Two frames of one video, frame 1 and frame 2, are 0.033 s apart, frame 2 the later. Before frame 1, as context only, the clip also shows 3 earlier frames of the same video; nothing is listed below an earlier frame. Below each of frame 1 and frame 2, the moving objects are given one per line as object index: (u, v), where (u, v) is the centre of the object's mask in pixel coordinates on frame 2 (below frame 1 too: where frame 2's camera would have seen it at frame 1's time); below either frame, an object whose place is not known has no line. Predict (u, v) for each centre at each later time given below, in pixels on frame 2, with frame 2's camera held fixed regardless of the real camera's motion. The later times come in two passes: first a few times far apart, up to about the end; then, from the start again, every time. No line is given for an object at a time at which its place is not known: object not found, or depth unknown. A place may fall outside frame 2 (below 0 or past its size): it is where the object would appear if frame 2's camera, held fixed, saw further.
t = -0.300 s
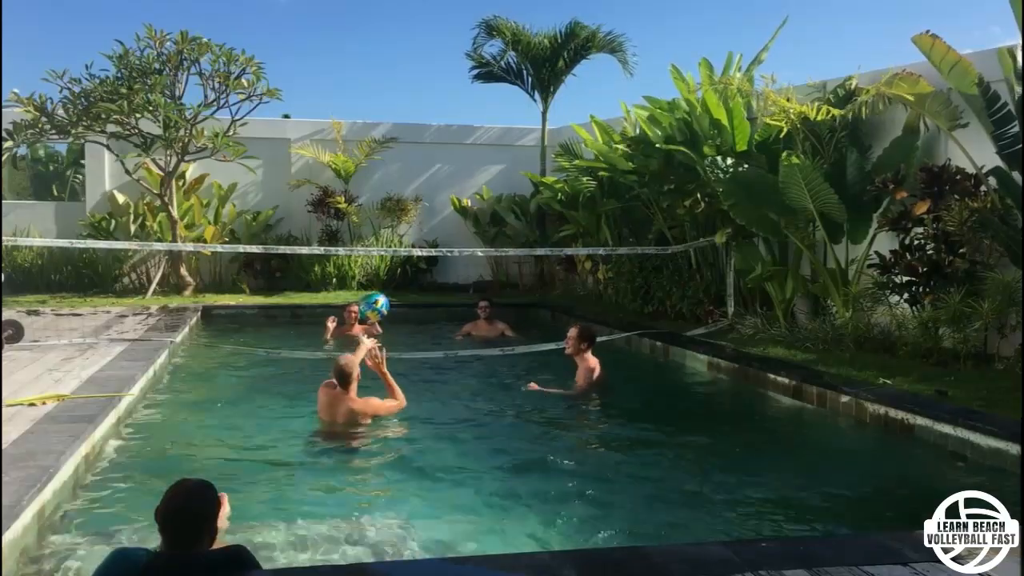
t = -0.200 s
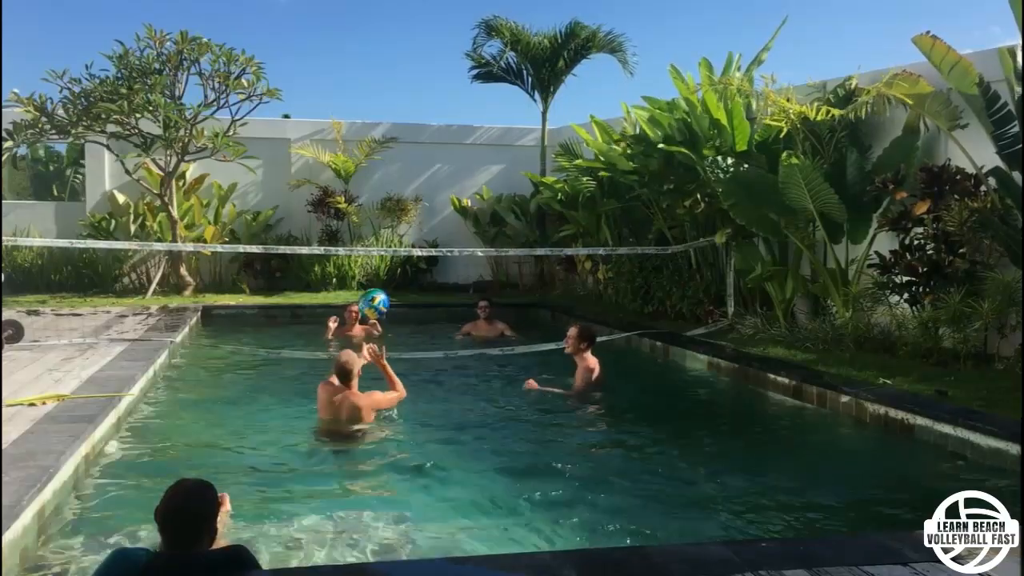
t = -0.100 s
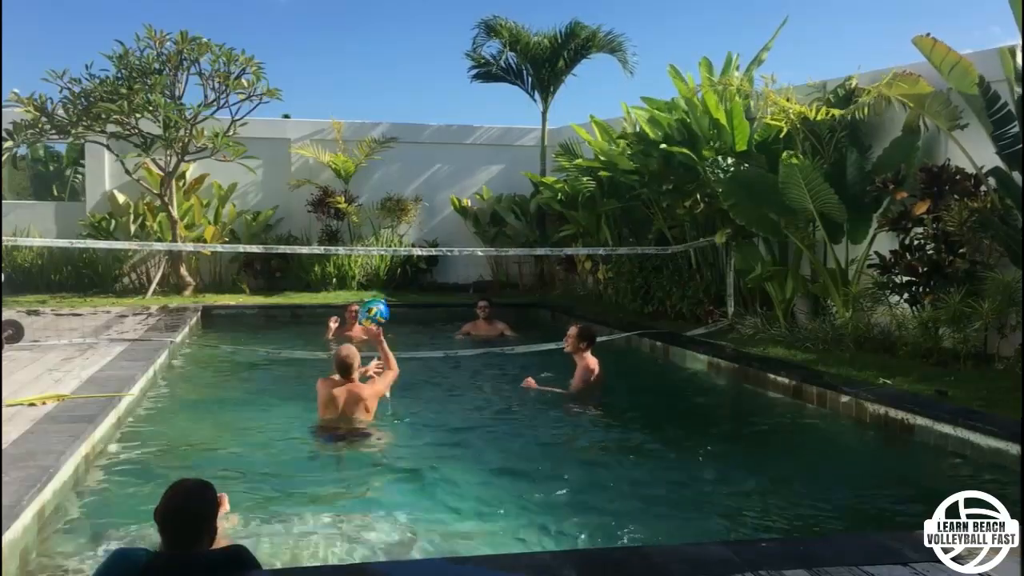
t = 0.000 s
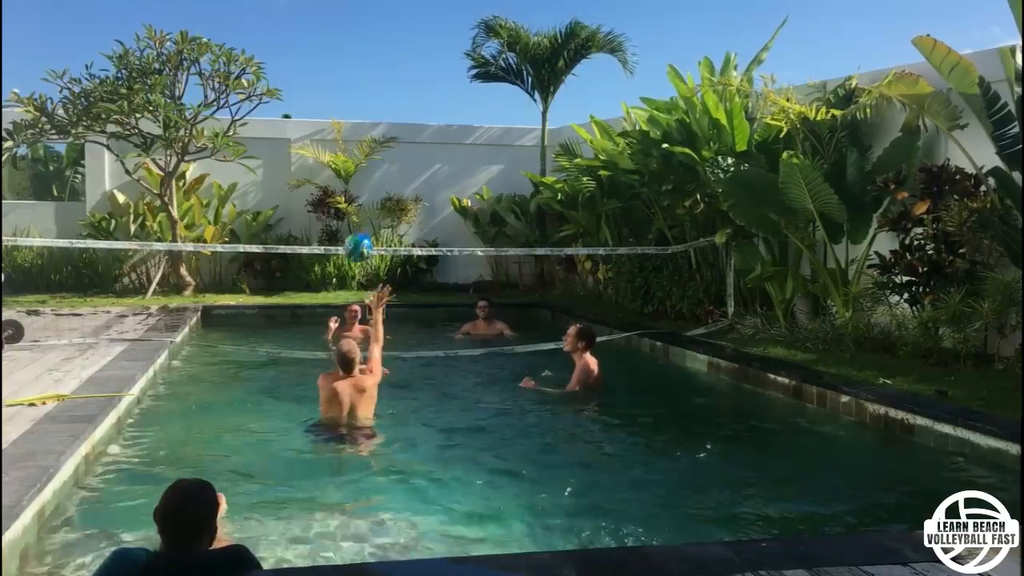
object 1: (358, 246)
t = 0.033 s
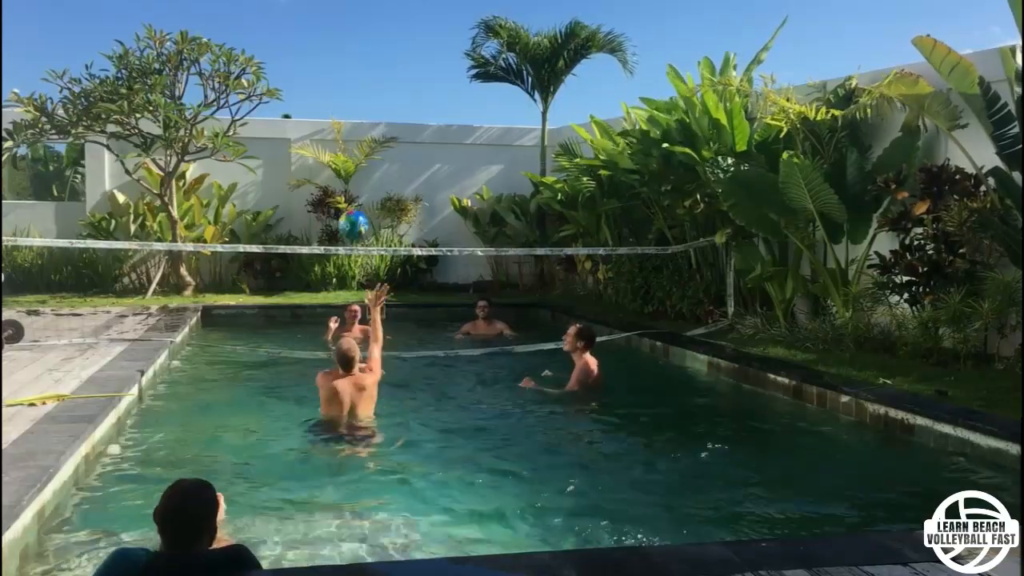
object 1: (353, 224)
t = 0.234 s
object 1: (335, 128)
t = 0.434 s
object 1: (328, 94)
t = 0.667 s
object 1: (322, 119)
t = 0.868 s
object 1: (321, 182)
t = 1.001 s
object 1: (320, 239)
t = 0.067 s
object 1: (347, 204)
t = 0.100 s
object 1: (345, 185)
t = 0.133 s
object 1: (342, 167)
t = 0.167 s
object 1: (339, 152)
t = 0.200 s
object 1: (337, 139)
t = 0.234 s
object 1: (335, 128)
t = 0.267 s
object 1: (333, 119)
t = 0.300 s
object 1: (332, 111)
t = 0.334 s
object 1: (331, 105)
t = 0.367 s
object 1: (330, 99)
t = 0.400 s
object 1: (329, 96)
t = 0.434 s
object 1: (328, 94)
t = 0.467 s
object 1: (327, 94)
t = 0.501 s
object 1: (325, 95)
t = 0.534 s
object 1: (324, 97)
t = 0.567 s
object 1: (323, 101)
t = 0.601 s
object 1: (323, 106)
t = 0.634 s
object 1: (321, 112)
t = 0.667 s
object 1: (322, 119)
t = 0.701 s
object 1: (321, 128)
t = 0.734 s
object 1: (321, 136)
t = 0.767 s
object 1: (321, 148)
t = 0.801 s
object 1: (321, 159)
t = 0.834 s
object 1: (321, 171)
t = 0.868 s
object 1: (321, 182)
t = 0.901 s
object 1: (321, 195)
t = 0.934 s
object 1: (321, 211)
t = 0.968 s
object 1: (320, 227)
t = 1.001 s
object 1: (320, 239)
